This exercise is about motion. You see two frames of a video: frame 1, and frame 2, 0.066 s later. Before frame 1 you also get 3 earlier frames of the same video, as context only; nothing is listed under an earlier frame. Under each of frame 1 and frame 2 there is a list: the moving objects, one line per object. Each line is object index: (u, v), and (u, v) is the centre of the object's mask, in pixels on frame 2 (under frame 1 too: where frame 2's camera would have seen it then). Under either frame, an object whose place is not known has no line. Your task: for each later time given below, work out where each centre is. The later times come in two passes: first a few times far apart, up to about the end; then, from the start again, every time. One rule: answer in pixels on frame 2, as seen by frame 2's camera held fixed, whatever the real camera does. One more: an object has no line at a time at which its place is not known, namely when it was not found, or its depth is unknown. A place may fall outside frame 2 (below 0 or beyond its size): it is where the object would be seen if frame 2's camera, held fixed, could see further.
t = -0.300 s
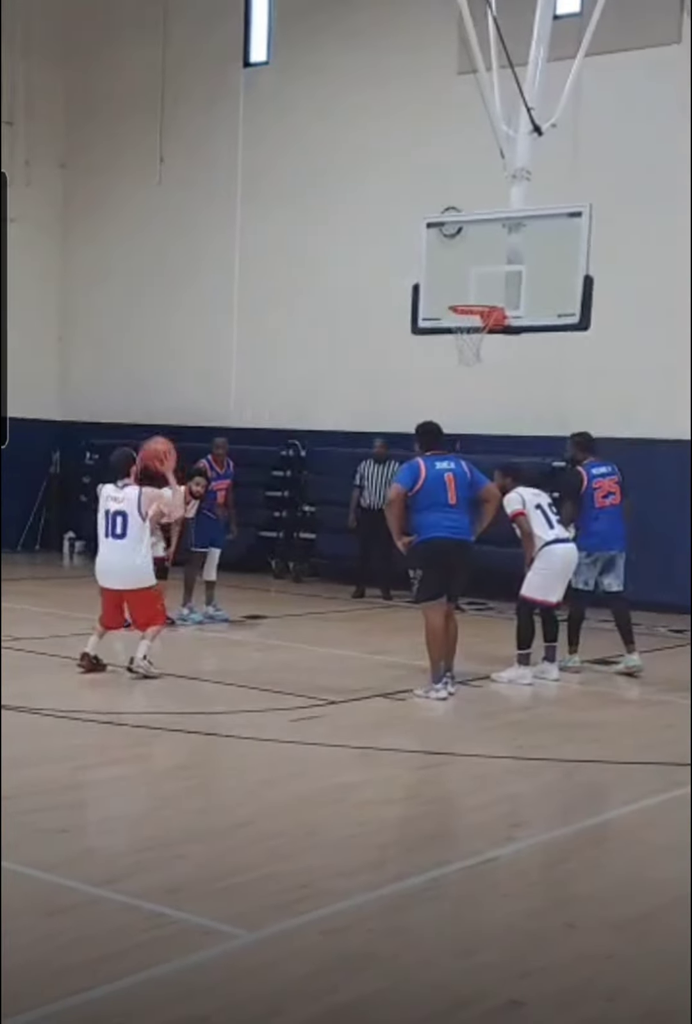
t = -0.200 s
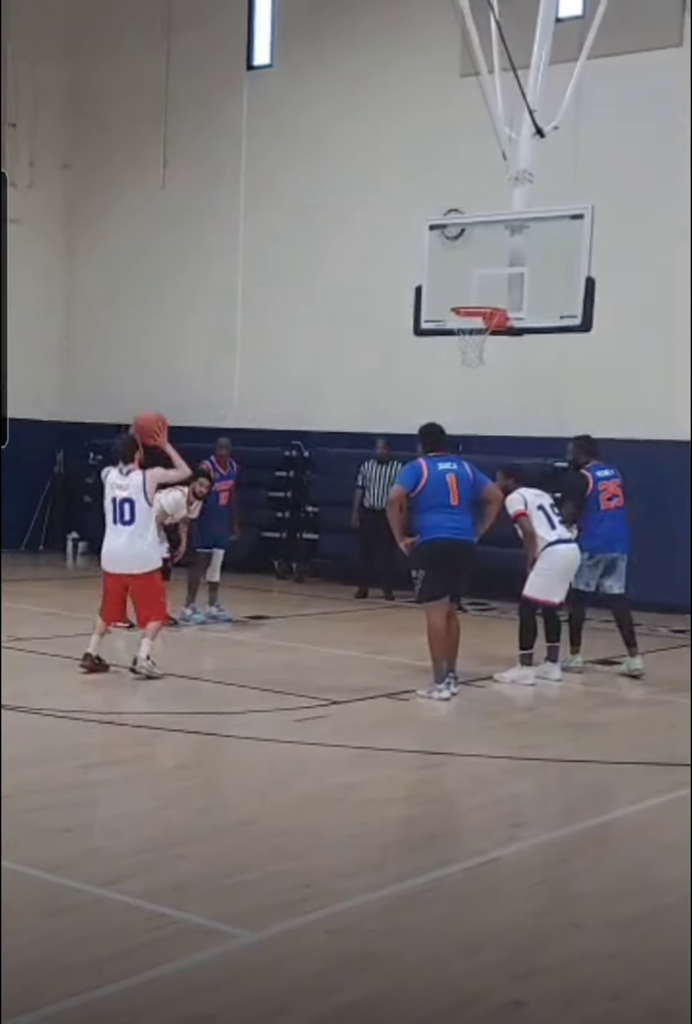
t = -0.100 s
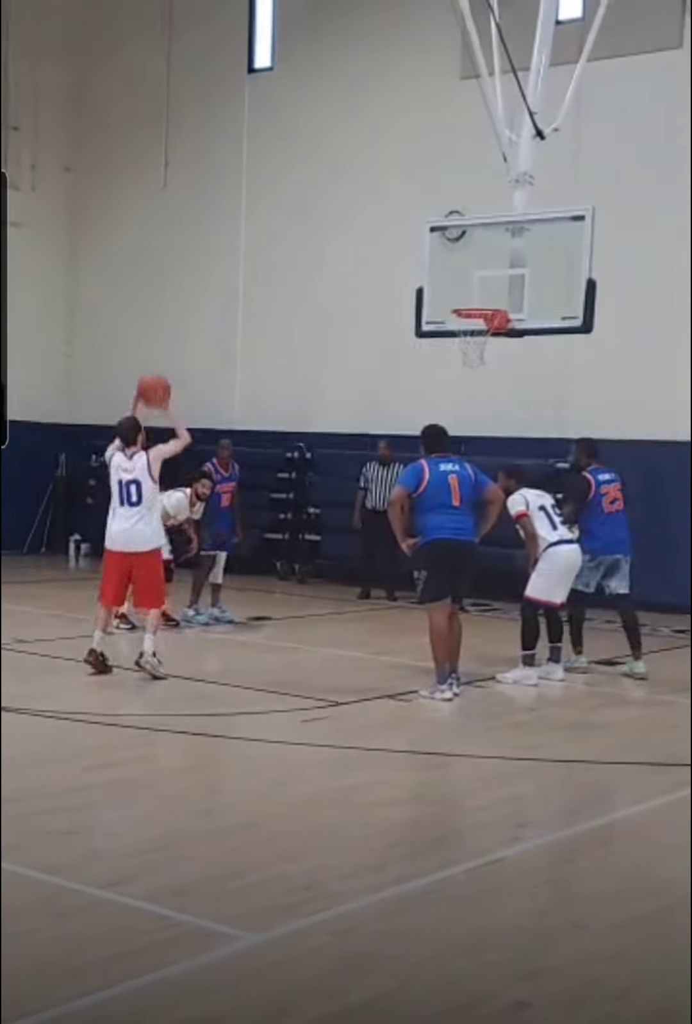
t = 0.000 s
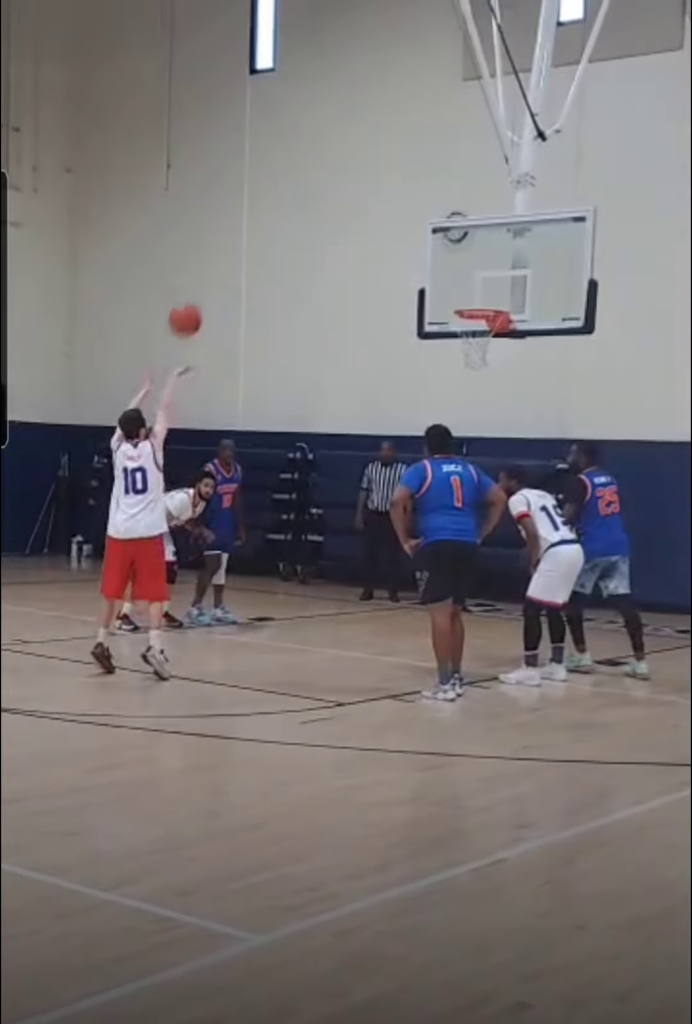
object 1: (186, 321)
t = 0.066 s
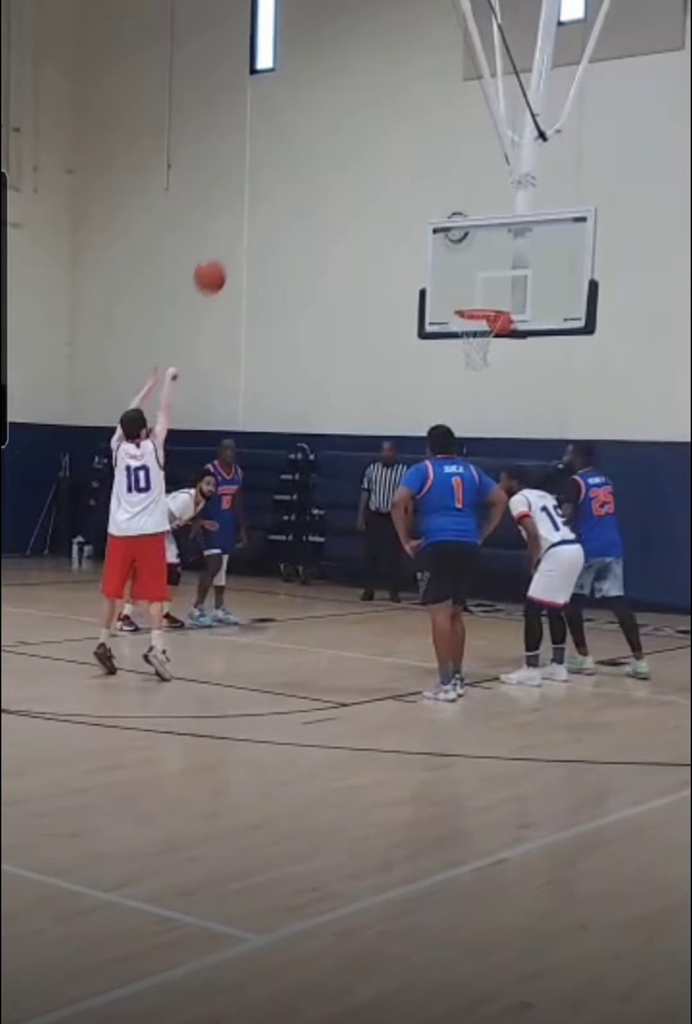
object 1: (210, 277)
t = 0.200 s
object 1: (255, 212)
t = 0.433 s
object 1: (325, 160)
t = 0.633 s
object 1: (377, 172)
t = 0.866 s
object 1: (429, 243)
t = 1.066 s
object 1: (438, 322)
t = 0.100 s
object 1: (221, 258)
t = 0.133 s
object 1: (233, 241)
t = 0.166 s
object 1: (244, 226)
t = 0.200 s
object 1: (255, 212)
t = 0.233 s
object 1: (266, 199)
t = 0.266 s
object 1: (276, 189)
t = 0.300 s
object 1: (286, 180)
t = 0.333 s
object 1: (296, 173)
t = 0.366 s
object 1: (306, 167)
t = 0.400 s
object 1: (315, 163)
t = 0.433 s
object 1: (325, 160)
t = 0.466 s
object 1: (334, 159)
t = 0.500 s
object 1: (343, 159)
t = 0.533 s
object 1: (352, 160)
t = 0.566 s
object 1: (360, 163)
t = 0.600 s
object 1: (369, 167)
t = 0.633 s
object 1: (377, 172)
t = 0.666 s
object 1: (385, 179)
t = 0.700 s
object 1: (393, 187)
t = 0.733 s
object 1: (401, 196)
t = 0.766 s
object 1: (408, 206)
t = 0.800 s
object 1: (415, 217)
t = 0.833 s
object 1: (422, 229)
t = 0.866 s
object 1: (429, 243)
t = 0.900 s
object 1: (436, 256)
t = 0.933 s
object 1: (442, 272)
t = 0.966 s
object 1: (448, 288)
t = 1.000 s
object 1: (455, 304)
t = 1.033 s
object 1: (449, 314)
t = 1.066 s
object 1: (438, 322)
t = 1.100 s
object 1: (427, 332)
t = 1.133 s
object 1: (415, 342)
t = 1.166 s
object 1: (403, 354)
